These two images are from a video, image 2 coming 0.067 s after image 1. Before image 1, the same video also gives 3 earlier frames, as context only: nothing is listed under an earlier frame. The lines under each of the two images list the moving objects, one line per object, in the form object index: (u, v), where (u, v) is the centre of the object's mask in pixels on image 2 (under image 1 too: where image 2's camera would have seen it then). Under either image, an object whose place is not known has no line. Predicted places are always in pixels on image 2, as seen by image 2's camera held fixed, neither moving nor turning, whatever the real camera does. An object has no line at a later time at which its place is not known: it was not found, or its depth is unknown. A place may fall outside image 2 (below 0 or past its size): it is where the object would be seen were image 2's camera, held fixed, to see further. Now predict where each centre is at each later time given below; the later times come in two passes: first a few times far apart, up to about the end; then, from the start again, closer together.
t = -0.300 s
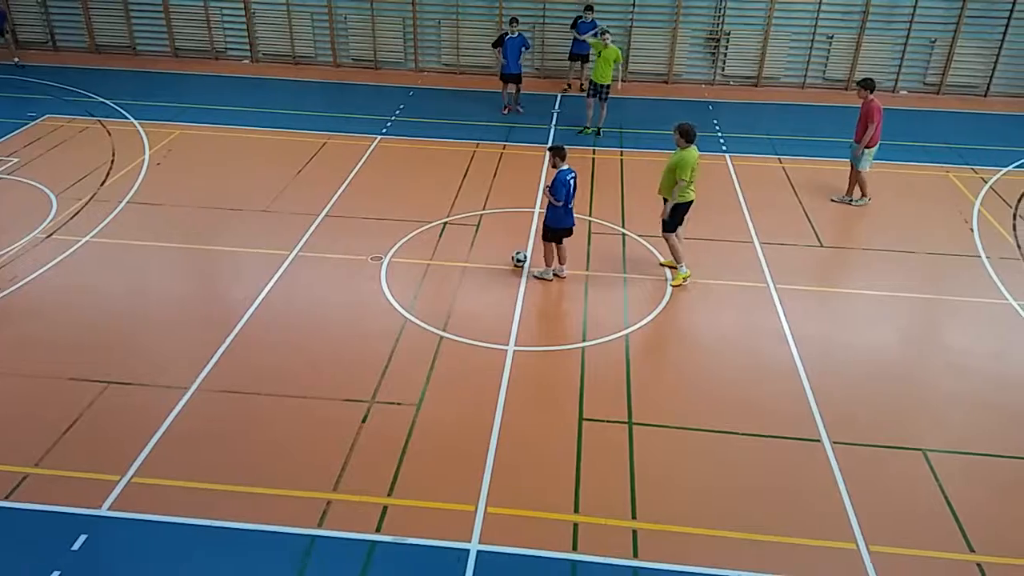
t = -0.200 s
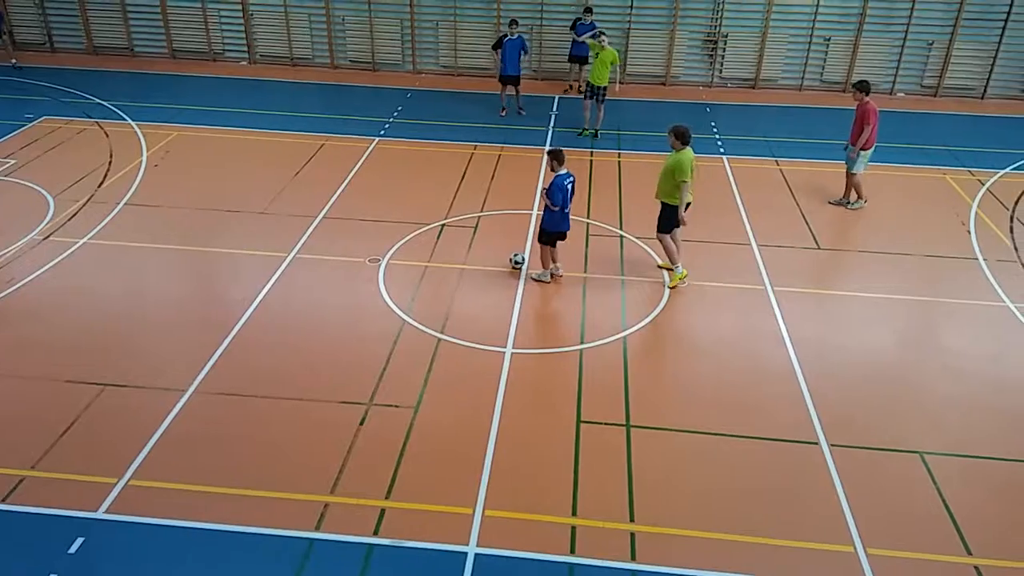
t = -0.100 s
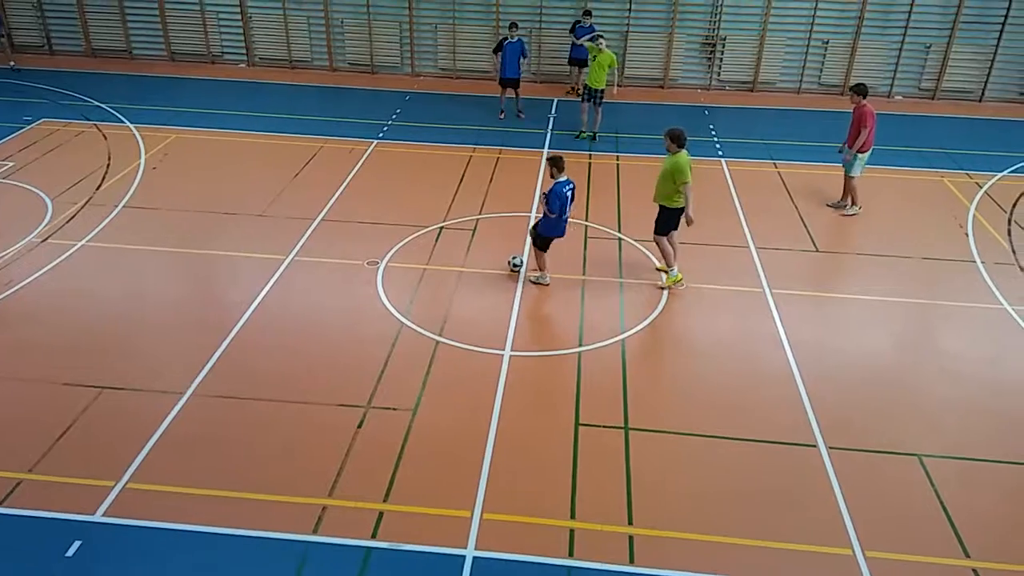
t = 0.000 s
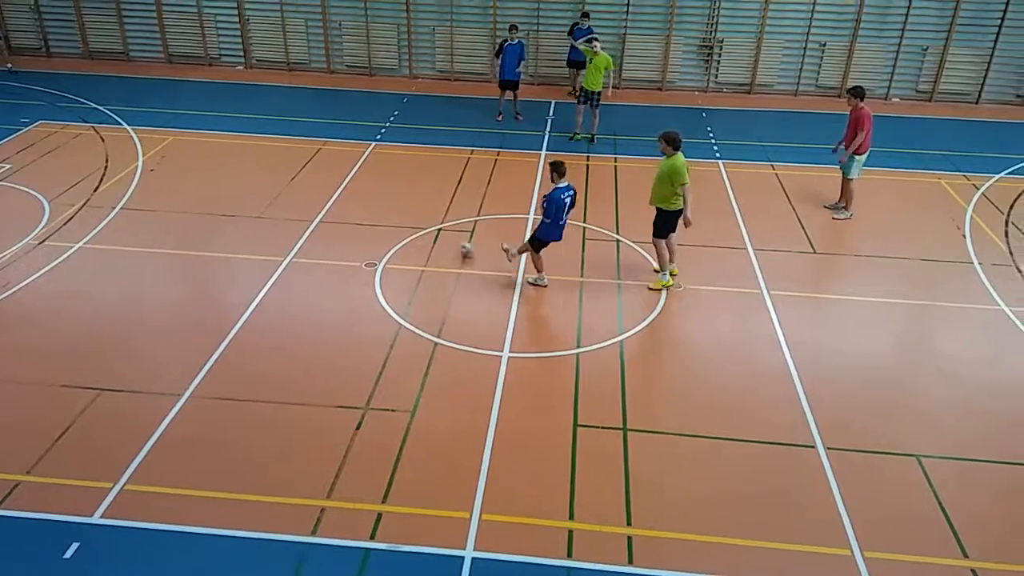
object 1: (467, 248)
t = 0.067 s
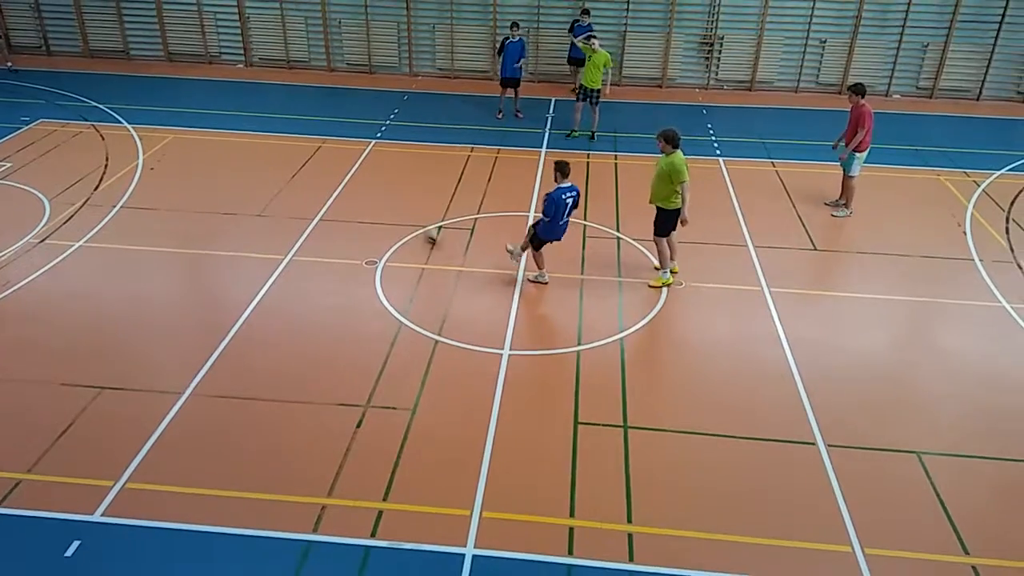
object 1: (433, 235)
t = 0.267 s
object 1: (340, 207)
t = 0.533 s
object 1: (246, 176)
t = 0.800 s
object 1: (177, 153)
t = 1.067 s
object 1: (120, 134)
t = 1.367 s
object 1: (63, 114)
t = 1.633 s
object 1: (18, 100)
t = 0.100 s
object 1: (415, 230)
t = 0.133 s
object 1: (400, 225)
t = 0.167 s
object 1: (384, 221)
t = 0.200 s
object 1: (368, 217)
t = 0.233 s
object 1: (356, 208)
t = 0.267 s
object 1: (340, 207)
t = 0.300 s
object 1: (328, 202)
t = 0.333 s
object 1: (314, 197)
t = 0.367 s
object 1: (303, 194)
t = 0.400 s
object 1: (291, 189)
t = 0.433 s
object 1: (279, 185)
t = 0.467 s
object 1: (269, 182)
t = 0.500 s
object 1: (258, 179)
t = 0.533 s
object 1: (246, 176)
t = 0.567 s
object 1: (237, 172)
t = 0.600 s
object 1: (229, 170)
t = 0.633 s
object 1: (218, 166)
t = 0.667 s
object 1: (210, 163)
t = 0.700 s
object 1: (201, 160)
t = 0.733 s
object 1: (194, 158)
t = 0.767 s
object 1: (185, 156)
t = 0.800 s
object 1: (177, 153)
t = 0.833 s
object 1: (173, 149)
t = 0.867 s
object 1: (161, 146)
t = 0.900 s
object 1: (156, 145)
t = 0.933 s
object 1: (147, 142)
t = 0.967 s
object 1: (140, 140)
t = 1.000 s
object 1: (133, 137)
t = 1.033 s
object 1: (128, 135)
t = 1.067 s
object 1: (120, 134)
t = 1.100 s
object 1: (113, 131)
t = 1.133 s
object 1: (108, 130)
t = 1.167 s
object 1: (100, 127)
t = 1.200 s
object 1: (93, 125)
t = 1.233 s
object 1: (87, 123)
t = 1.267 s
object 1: (81, 121)
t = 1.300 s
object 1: (74, 119)
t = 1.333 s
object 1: (68, 116)
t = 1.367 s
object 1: (63, 114)
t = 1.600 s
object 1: (23, 102)
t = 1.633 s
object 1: (18, 100)
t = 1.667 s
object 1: (13, 98)
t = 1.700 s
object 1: (7, 97)
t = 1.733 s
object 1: (3, 95)
